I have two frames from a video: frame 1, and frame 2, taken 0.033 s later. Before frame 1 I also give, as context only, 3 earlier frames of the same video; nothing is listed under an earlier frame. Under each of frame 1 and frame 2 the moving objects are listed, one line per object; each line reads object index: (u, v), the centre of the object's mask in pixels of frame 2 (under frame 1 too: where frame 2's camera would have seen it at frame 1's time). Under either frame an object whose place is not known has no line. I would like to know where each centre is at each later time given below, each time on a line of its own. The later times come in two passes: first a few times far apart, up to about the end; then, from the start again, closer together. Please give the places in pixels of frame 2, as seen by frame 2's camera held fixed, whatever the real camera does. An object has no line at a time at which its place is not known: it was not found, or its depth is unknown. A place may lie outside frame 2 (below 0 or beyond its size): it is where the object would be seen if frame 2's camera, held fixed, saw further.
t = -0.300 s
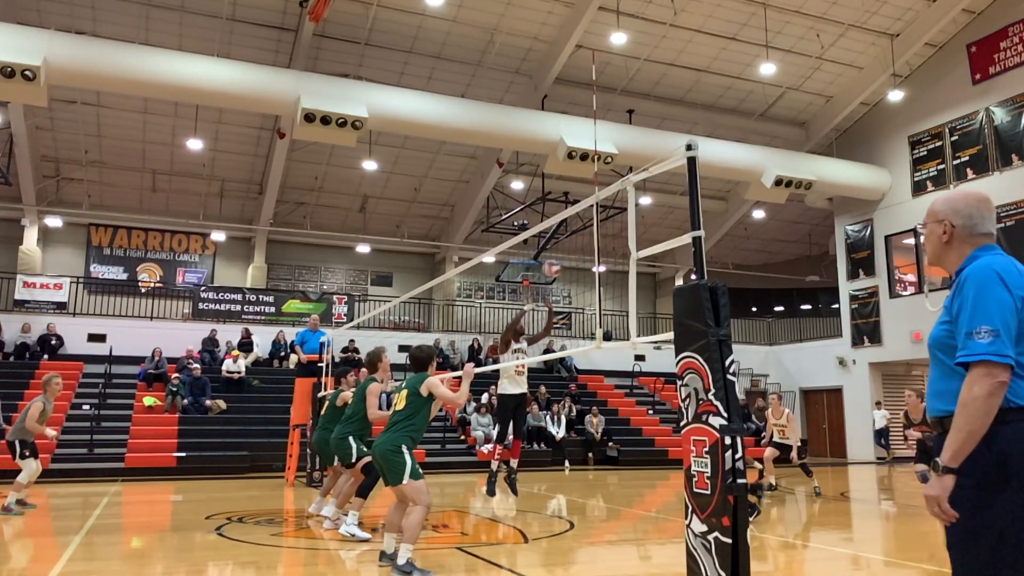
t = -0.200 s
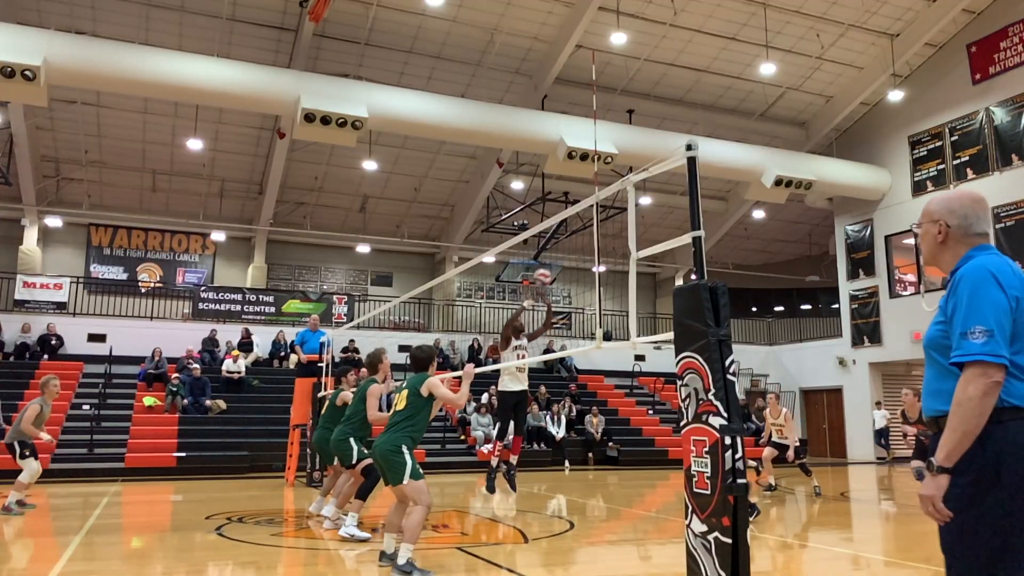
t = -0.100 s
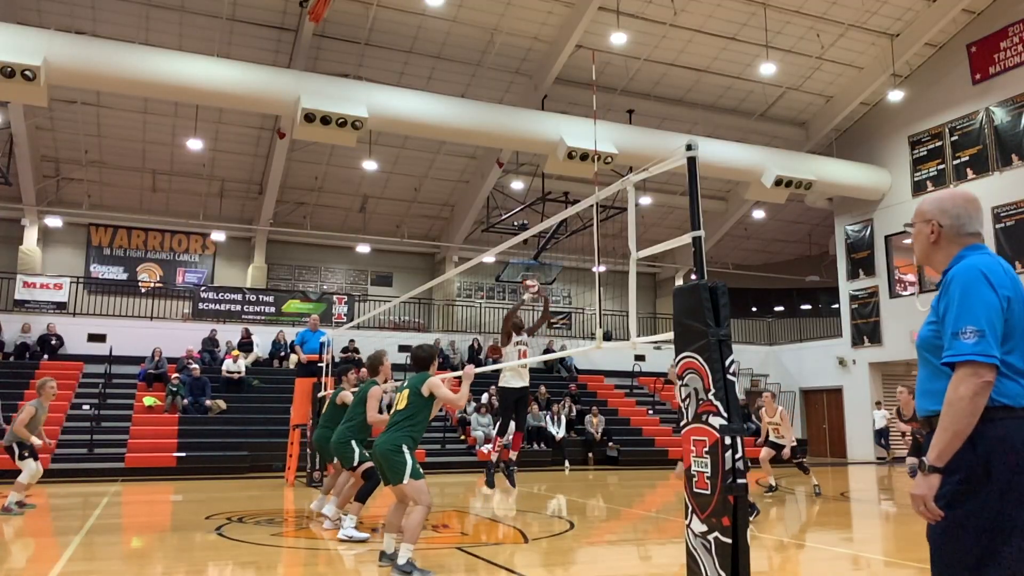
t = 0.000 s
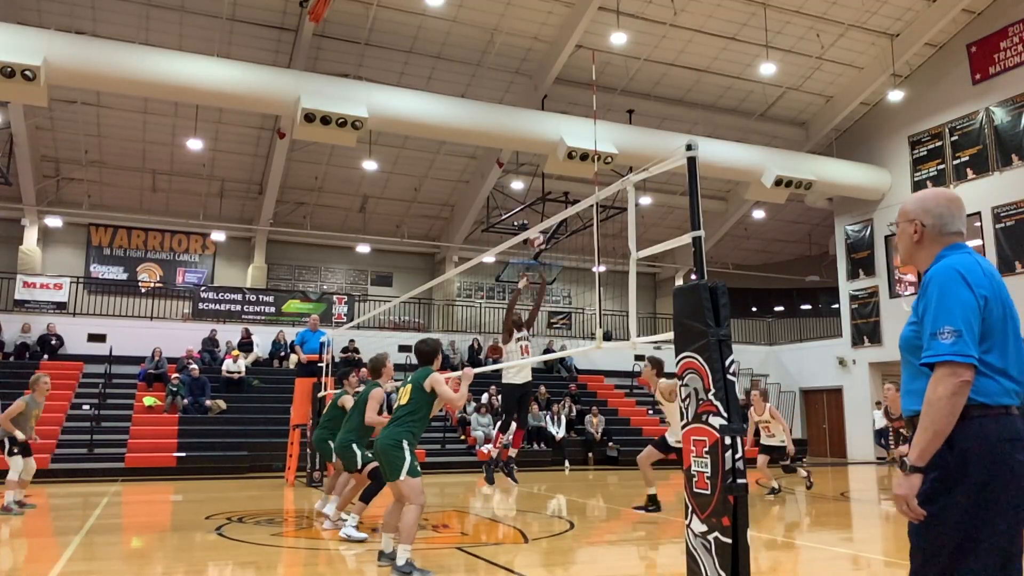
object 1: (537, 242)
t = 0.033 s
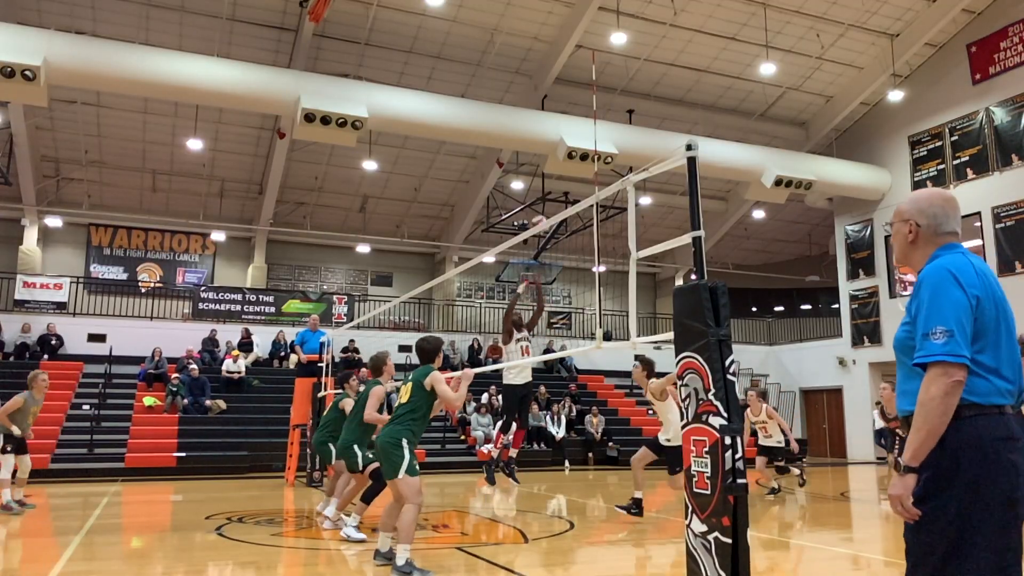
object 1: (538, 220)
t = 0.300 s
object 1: (569, 116)
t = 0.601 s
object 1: (606, 60)
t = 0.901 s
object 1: (628, 63)
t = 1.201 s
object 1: (640, 72)
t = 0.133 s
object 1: (550, 177)
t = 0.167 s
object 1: (553, 163)
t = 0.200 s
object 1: (558, 150)
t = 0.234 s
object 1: (561, 138)
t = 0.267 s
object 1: (565, 127)
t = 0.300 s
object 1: (569, 116)
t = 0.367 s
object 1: (576, 98)
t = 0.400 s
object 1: (580, 89)
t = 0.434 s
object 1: (584, 83)
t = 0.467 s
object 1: (589, 76)
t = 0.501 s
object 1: (593, 71)
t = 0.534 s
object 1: (598, 67)
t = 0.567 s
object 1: (603, 63)
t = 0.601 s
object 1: (606, 60)
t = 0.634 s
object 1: (611, 59)
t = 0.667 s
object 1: (615, 58)
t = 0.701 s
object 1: (621, 59)
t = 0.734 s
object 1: (622, 60)
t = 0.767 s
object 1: (623, 60)
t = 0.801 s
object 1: (625, 61)
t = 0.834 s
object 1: (626, 61)
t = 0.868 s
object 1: (627, 62)
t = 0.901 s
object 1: (628, 63)
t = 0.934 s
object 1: (629, 63)
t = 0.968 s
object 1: (631, 65)
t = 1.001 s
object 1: (632, 65)
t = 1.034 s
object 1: (633, 66)
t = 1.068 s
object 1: (635, 67)
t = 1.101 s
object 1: (636, 69)
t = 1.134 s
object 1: (637, 70)
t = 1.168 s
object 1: (638, 71)
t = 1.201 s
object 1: (640, 72)
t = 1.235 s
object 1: (641, 74)
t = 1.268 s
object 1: (643, 75)
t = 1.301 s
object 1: (644, 77)
